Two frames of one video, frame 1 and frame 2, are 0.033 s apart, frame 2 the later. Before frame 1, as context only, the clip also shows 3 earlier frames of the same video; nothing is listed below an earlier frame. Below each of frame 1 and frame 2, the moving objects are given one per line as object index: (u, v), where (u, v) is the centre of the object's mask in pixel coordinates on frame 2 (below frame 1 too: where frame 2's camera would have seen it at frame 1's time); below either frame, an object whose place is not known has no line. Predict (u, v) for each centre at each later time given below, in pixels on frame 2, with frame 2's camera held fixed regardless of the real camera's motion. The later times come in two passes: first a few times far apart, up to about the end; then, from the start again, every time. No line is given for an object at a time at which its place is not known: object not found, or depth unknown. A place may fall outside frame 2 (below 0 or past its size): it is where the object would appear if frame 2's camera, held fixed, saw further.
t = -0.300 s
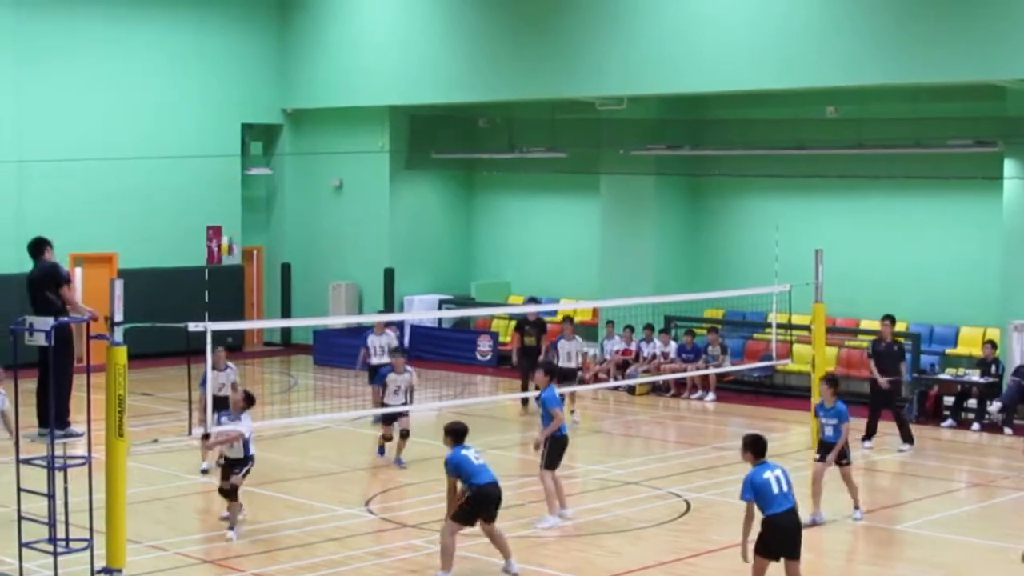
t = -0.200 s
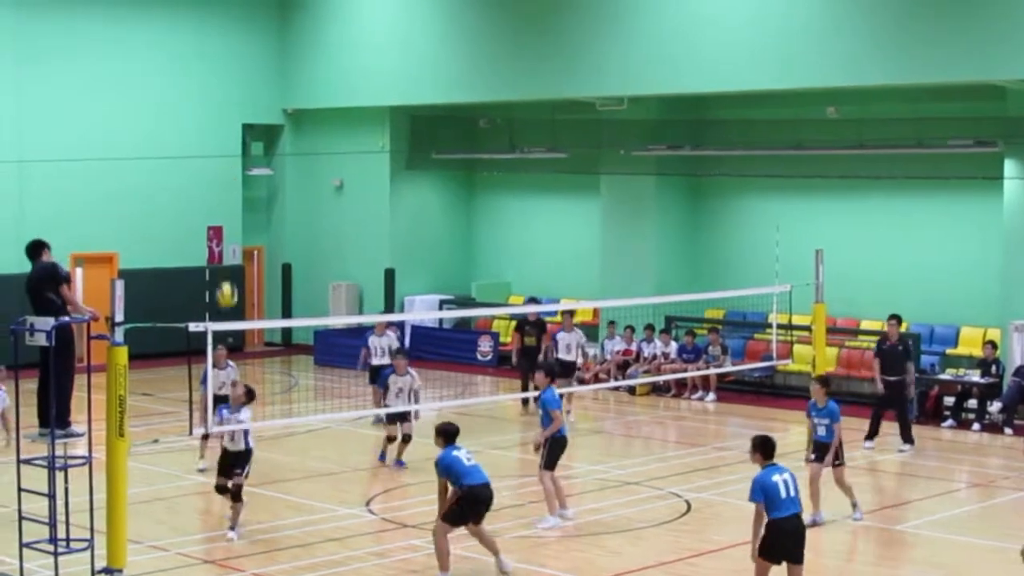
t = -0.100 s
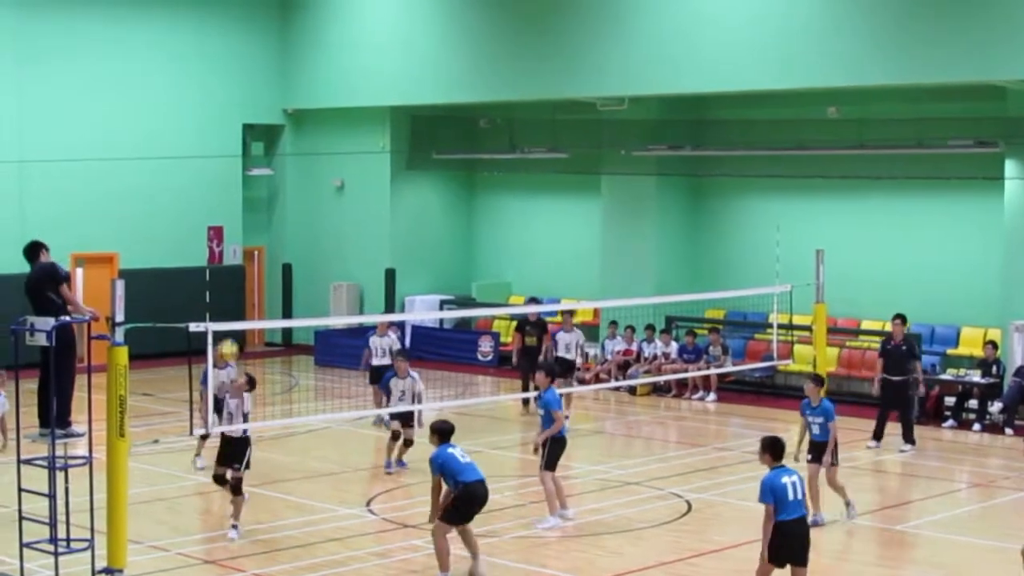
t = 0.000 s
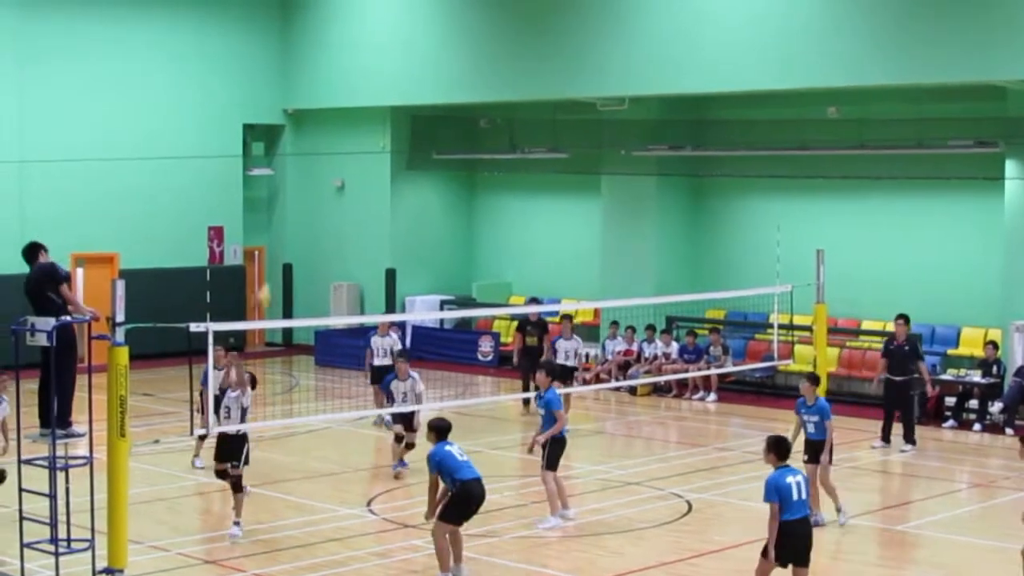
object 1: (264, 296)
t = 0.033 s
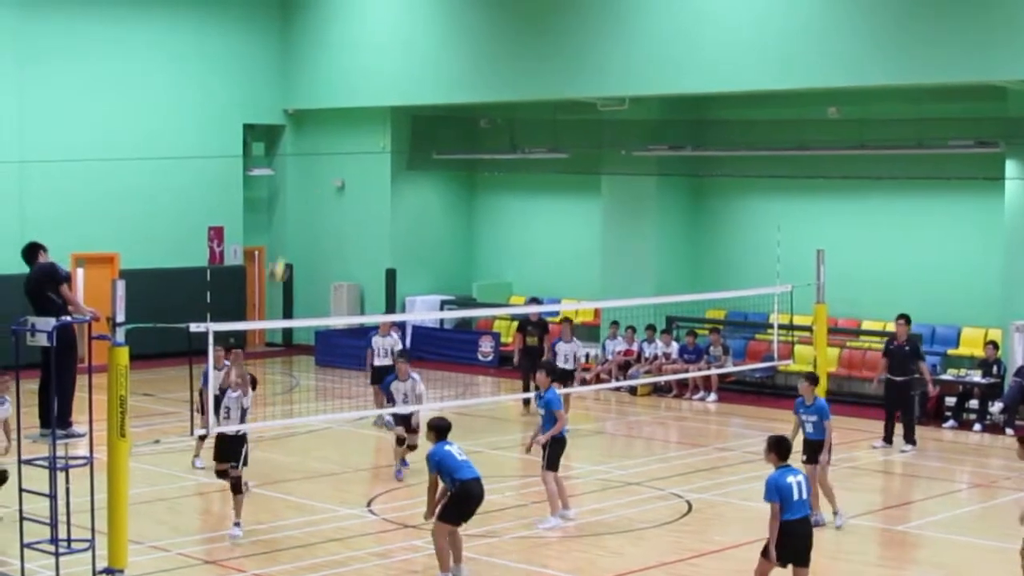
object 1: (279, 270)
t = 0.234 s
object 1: (355, 145)
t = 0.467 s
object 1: (440, 65)
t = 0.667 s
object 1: (503, 41)
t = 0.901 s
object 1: (573, 60)
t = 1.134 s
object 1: (634, 125)
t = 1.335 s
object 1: (679, 208)
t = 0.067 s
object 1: (291, 245)
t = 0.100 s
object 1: (305, 223)
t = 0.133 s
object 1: (319, 201)
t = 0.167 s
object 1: (333, 182)
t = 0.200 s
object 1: (343, 164)
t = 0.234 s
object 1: (355, 145)
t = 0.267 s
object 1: (368, 130)
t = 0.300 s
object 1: (380, 116)
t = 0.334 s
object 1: (393, 105)
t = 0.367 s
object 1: (404, 93)
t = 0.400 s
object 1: (416, 82)
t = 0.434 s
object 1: (427, 73)
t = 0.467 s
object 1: (440, 65)
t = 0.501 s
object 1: (450, 59)
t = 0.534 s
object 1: (462, 52)
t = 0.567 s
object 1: (473, 47)
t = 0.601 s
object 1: (483, 44)
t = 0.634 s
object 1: (495, 42)
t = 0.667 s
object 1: (503, 41)
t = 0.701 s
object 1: (514, 41)
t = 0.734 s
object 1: (523, 42)
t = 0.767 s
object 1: (534, 43)
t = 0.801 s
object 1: (544, 46)
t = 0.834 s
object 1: (554, 50)
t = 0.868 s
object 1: (564, 55)
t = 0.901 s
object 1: (573, 60)
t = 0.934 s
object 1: (582, 67)
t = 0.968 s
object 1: (590, 74)
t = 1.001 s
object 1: (599, 84)
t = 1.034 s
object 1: (608, 92)
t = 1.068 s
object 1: (619, 103)
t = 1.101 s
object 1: (626, 112)
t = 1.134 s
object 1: (634, 125)
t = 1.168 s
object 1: (641, 137)
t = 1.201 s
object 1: (649, 150)
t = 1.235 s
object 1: (657, 163)
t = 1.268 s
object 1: (664, 178)
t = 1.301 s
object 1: (672, 193)
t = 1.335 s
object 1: (679, 208)
